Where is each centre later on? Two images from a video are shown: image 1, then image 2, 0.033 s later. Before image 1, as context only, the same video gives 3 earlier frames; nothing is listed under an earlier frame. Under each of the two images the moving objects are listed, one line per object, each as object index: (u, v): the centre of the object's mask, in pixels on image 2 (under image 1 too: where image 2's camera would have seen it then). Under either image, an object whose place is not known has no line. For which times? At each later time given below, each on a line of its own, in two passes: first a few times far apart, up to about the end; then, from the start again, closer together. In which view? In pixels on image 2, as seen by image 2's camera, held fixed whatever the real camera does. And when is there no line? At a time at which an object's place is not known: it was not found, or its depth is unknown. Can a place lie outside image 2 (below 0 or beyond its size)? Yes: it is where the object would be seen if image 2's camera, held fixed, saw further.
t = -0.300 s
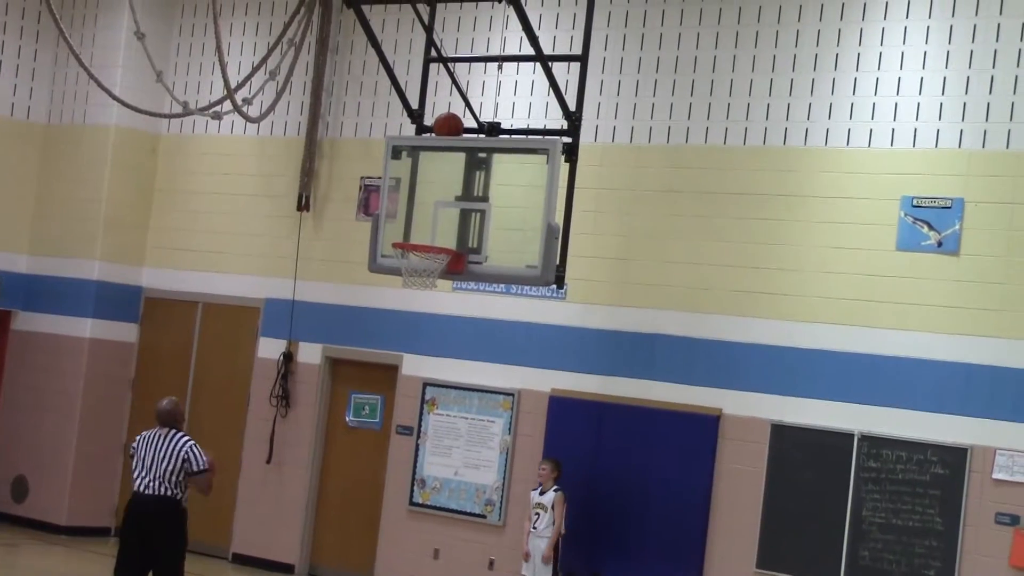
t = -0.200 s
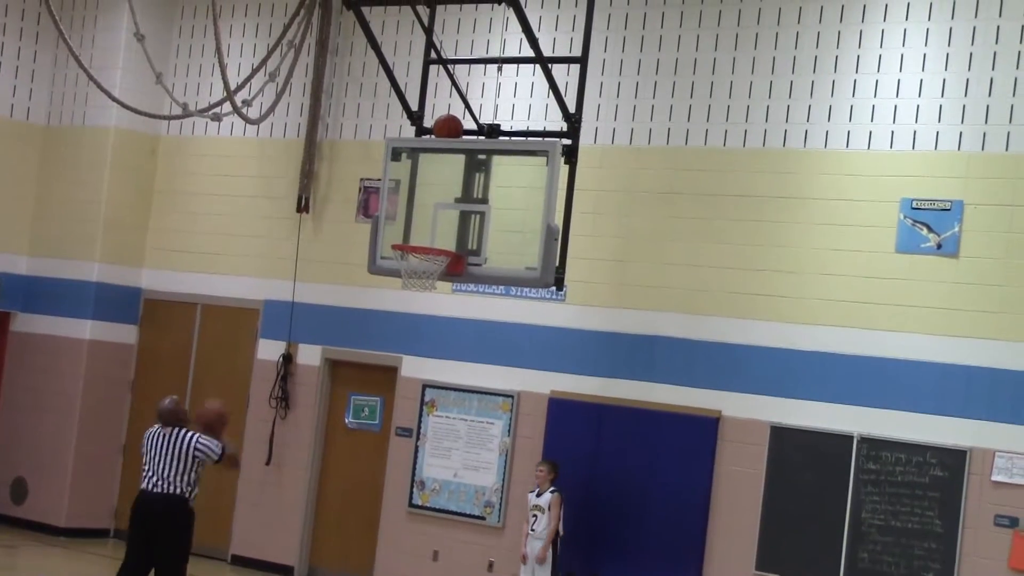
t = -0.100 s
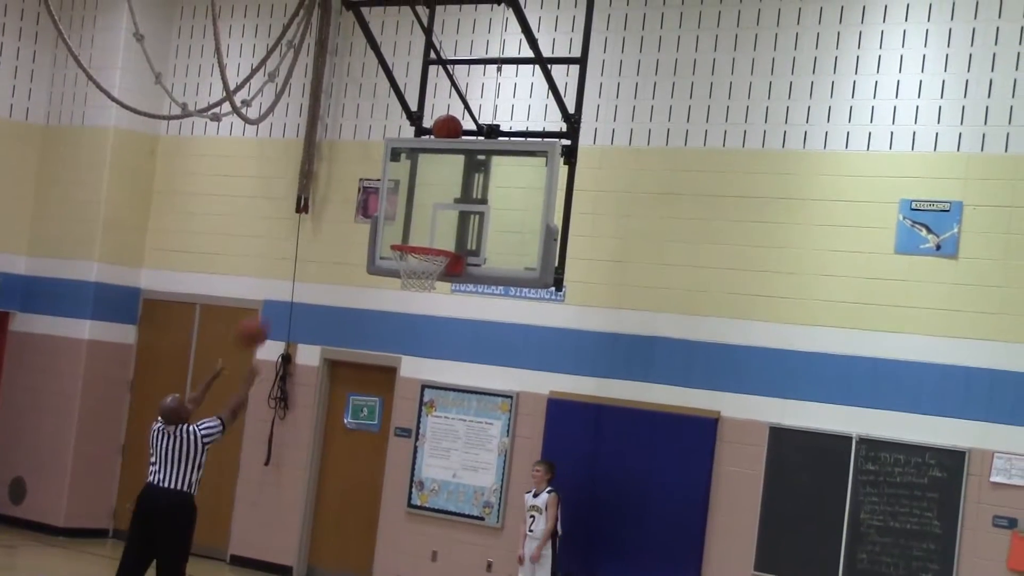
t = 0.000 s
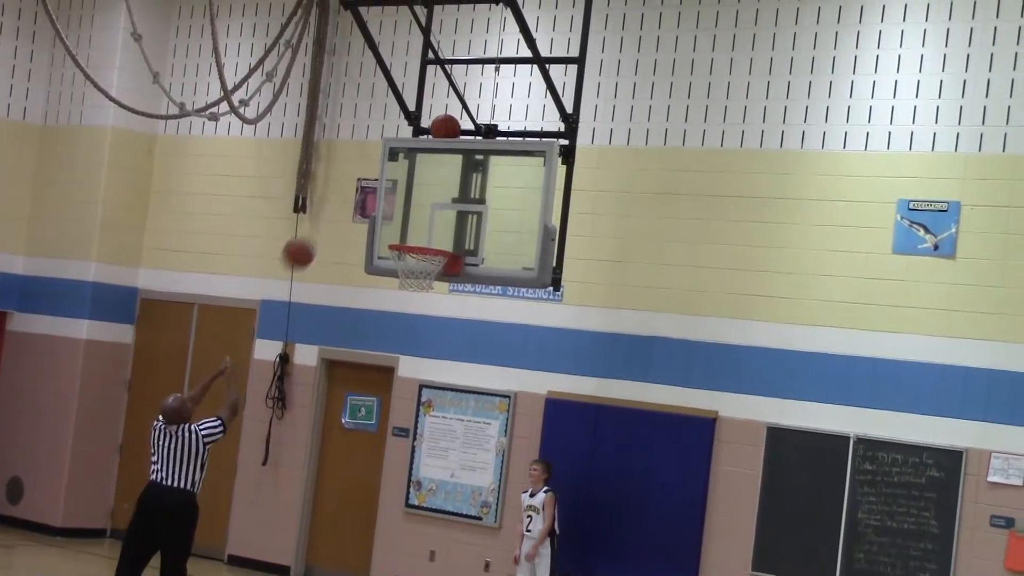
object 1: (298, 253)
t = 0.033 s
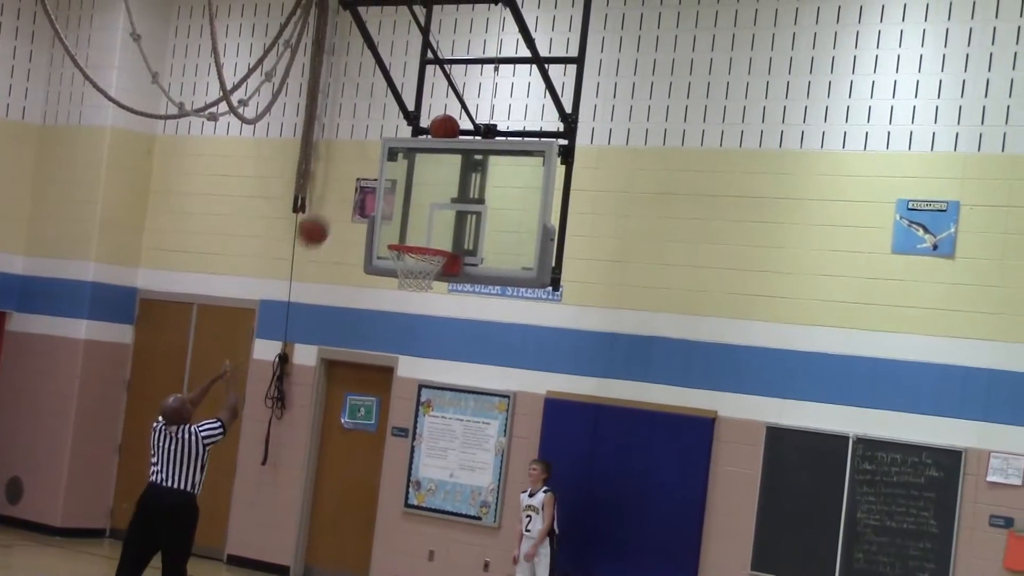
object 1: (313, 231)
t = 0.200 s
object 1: (384, 143)
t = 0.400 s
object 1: (460, 86)
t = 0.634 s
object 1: (532, 83)
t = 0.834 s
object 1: (587, 128)
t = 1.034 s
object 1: (587, 197)
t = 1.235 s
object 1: (527, 296)
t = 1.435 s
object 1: (460, 439)
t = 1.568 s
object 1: (411, 571)
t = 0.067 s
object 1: (328, 209)
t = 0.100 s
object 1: (342, 189)
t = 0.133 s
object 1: (356, 172)
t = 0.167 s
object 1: (371, 156)
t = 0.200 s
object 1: (384, 143)
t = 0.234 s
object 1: (397, 130)
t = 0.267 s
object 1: (411, 118)
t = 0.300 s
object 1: (423, 108)
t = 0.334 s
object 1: (435, 99)
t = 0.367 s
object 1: (447, 92)
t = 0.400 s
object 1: (460, 86)
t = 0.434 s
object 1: (470, 81)
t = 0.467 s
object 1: (481, 79)
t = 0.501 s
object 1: (492, 78)
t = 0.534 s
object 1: (503, 77)
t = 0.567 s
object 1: (513, 78)
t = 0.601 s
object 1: (523, 80)
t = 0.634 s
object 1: (532, 83)
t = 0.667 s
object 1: (539, 89)
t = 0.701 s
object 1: (550, 94)
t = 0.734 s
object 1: (560, 100)
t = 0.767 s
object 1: (568, 104)
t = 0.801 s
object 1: (580, 116)
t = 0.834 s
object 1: (587, 128)
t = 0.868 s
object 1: (591, 139)
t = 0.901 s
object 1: (599, 152)
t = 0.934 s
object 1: (606, 165)
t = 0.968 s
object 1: (605, 177)
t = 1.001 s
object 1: (596, 186)
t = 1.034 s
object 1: (587, 197)
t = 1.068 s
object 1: (580, 209)
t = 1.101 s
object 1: (574, 223)
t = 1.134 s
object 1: (569, 239)
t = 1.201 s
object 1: (532, 265)
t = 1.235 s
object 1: (527, 296)
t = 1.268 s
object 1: (517, 313)
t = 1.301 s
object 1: (506, 334)
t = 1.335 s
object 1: (495, 358)
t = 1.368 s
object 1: (484, 383)
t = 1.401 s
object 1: (472, 409)
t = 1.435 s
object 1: (460, 439)
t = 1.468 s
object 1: (448, 468)
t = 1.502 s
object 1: (436, 500)
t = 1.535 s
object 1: (423, 536)
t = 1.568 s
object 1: (411, 571)
